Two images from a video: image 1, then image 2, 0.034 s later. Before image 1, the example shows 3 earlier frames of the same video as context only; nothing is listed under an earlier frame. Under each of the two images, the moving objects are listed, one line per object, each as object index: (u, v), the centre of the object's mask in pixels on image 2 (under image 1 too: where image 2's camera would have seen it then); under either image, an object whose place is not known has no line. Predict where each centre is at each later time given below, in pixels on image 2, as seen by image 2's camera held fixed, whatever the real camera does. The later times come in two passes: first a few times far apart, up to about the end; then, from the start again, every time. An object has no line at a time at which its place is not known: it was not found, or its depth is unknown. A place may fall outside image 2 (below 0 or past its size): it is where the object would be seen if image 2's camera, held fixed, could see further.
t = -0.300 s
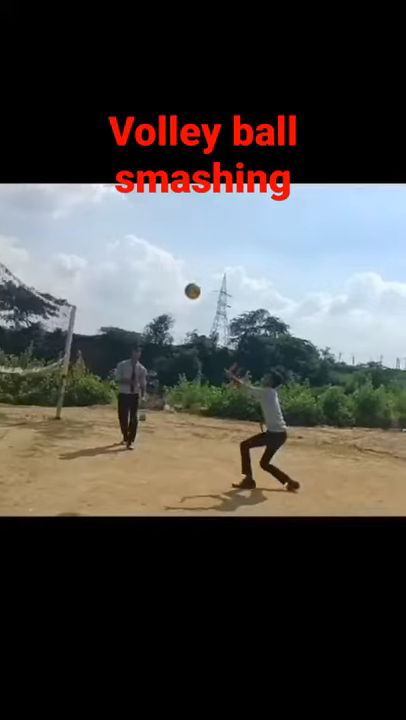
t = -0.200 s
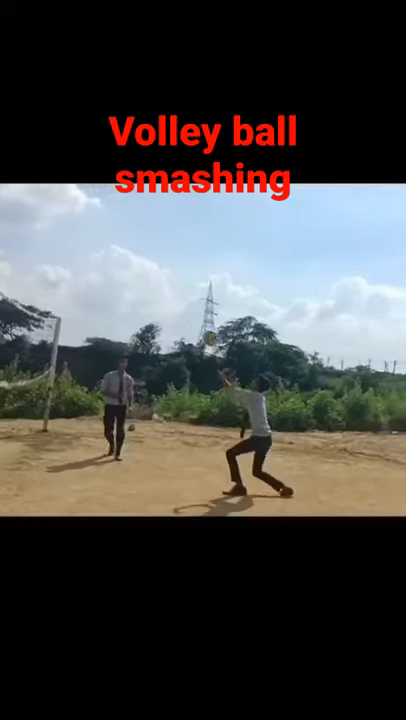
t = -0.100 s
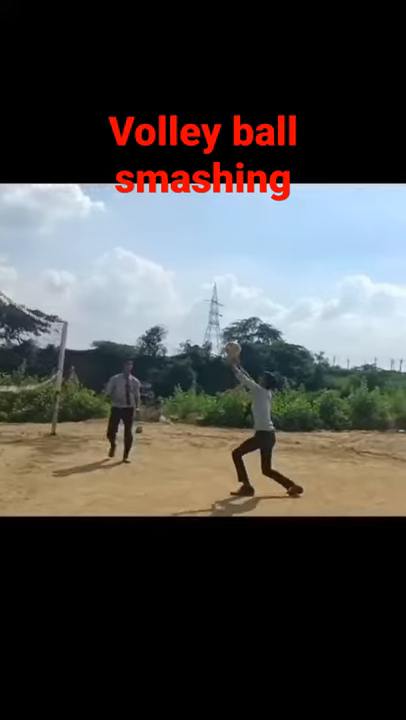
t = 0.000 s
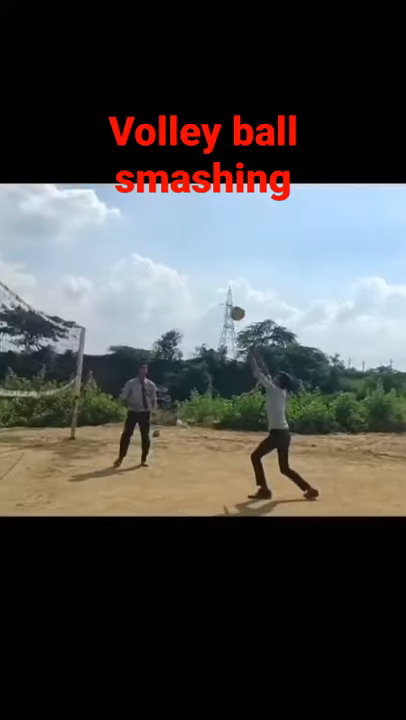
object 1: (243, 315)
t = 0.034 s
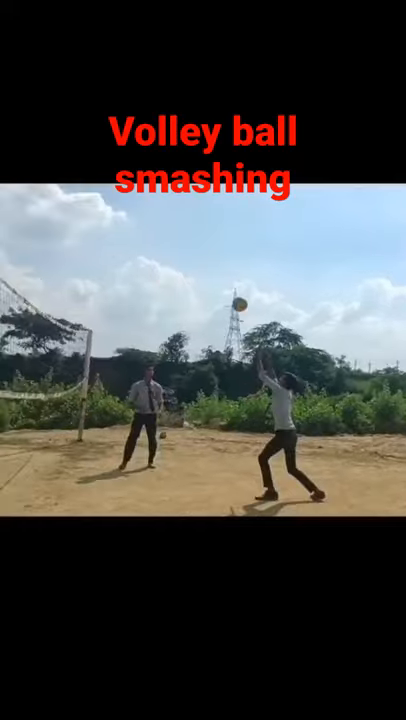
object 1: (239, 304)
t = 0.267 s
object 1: (216, 253)
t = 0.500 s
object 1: (193, 239)
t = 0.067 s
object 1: (236, 294)
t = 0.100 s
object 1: (233, 285)
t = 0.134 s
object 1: (230, 277)
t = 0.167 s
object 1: (226, 270)
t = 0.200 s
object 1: (223, 264)
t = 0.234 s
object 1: (220, 258)
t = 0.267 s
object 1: (216, 253)
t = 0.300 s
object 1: (213, 249)
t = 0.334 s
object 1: (210, 245)
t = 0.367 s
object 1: (206, 243)
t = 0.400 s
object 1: (203, 240)
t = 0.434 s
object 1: (200, 239)
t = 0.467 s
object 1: (197, 239)
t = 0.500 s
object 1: (193, 239)
